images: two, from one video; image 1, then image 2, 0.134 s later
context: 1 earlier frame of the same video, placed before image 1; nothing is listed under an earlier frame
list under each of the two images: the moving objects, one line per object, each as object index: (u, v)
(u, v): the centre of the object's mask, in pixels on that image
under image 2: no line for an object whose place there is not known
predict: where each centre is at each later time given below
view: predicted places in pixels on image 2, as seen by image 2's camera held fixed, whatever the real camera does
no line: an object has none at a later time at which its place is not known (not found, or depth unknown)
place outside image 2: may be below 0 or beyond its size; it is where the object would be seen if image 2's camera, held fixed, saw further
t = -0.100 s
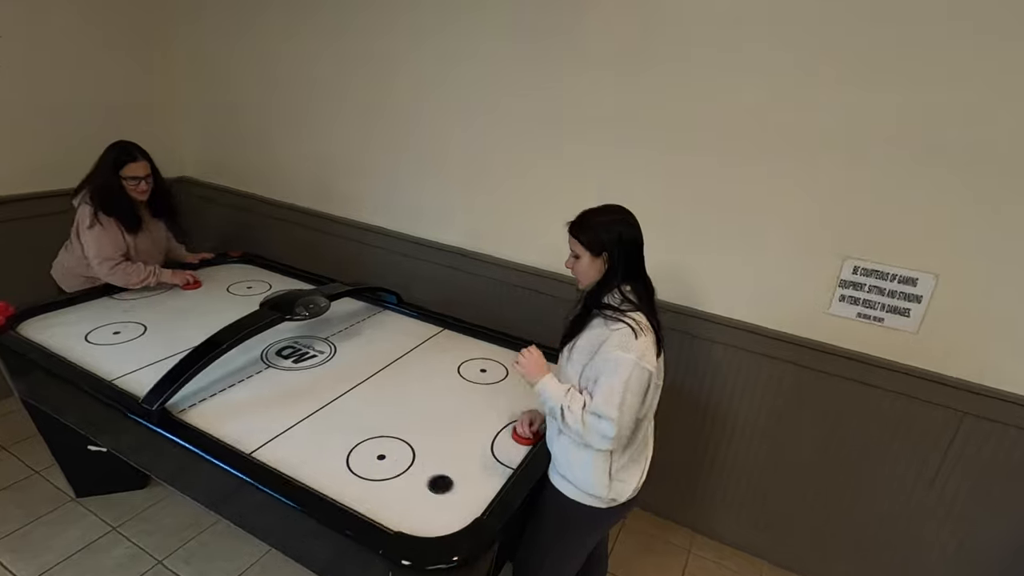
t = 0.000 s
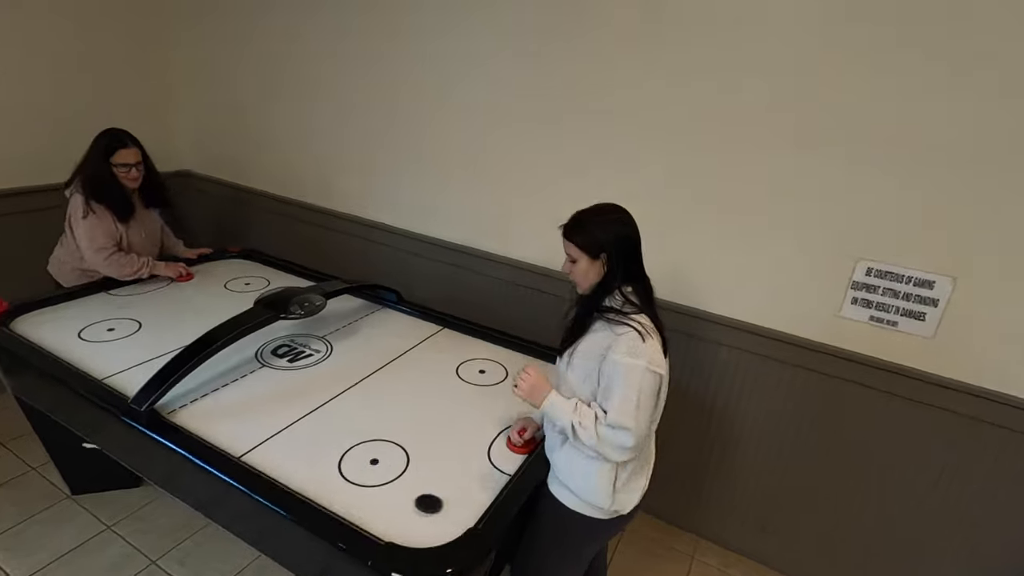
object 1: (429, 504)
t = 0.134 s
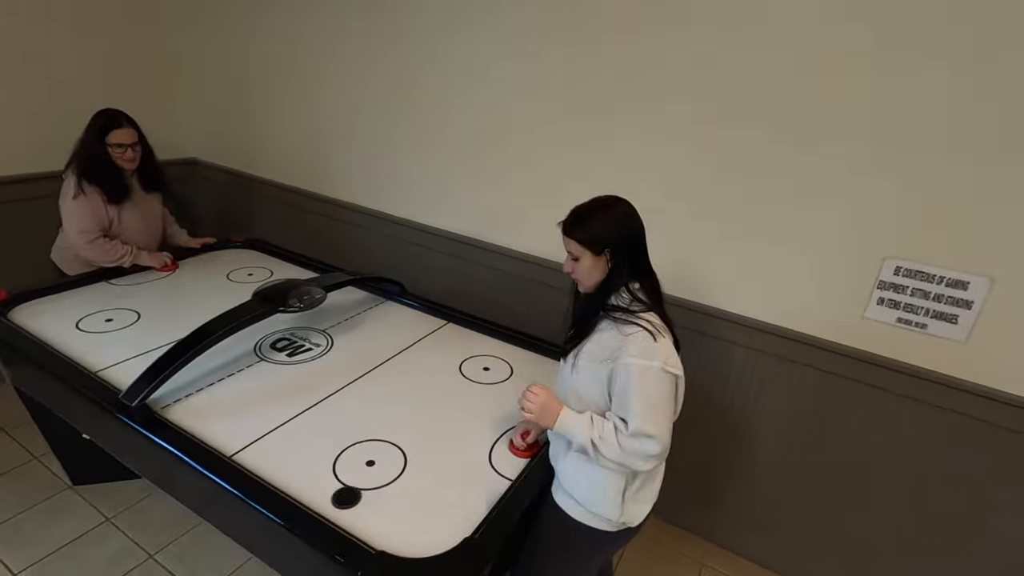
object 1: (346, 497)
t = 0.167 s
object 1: (329, 495)
